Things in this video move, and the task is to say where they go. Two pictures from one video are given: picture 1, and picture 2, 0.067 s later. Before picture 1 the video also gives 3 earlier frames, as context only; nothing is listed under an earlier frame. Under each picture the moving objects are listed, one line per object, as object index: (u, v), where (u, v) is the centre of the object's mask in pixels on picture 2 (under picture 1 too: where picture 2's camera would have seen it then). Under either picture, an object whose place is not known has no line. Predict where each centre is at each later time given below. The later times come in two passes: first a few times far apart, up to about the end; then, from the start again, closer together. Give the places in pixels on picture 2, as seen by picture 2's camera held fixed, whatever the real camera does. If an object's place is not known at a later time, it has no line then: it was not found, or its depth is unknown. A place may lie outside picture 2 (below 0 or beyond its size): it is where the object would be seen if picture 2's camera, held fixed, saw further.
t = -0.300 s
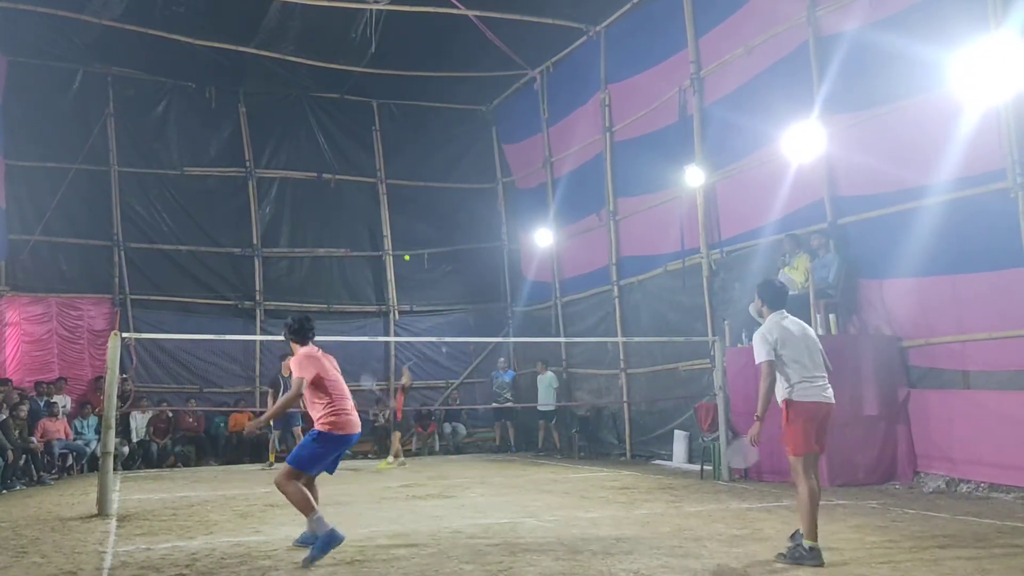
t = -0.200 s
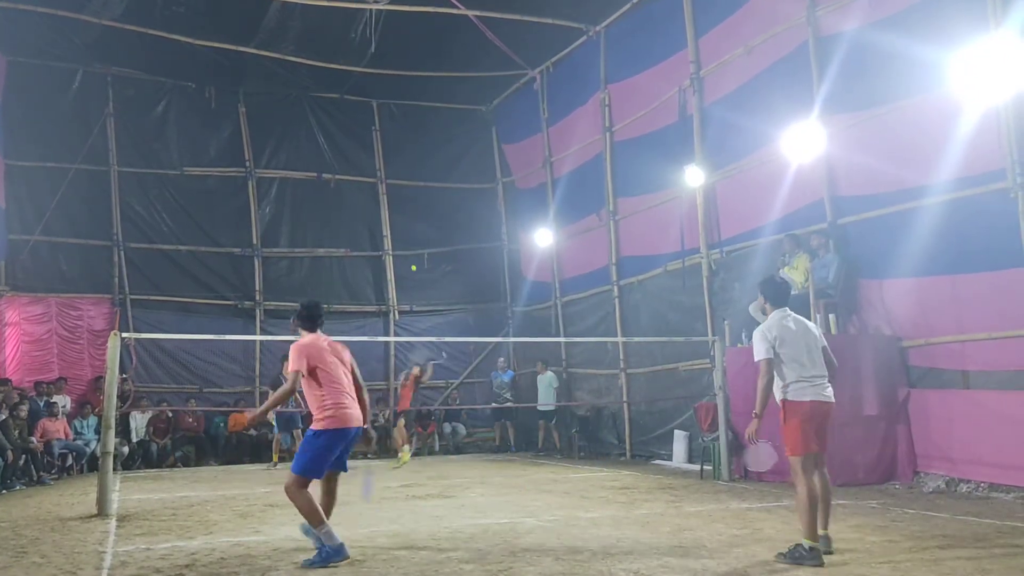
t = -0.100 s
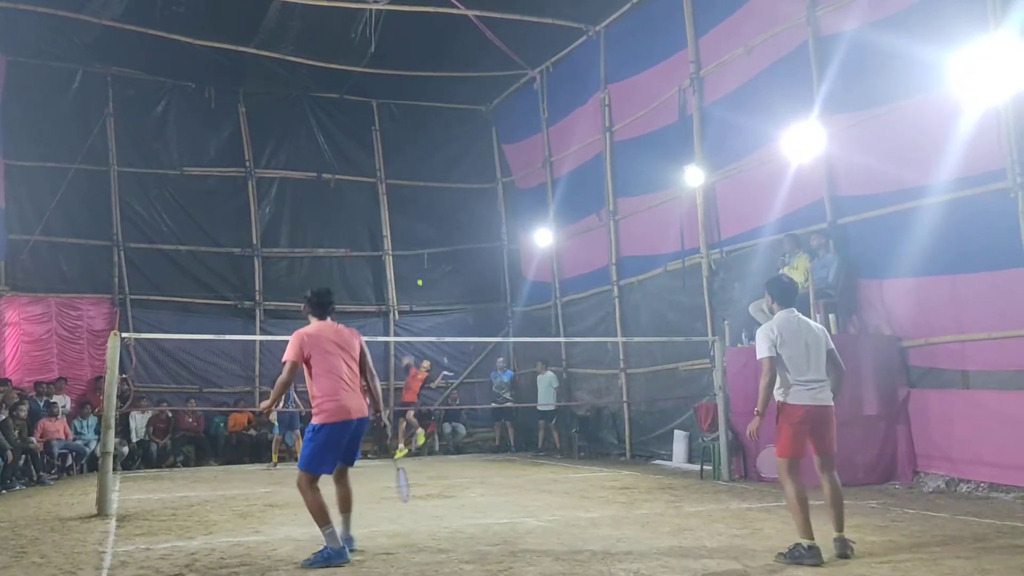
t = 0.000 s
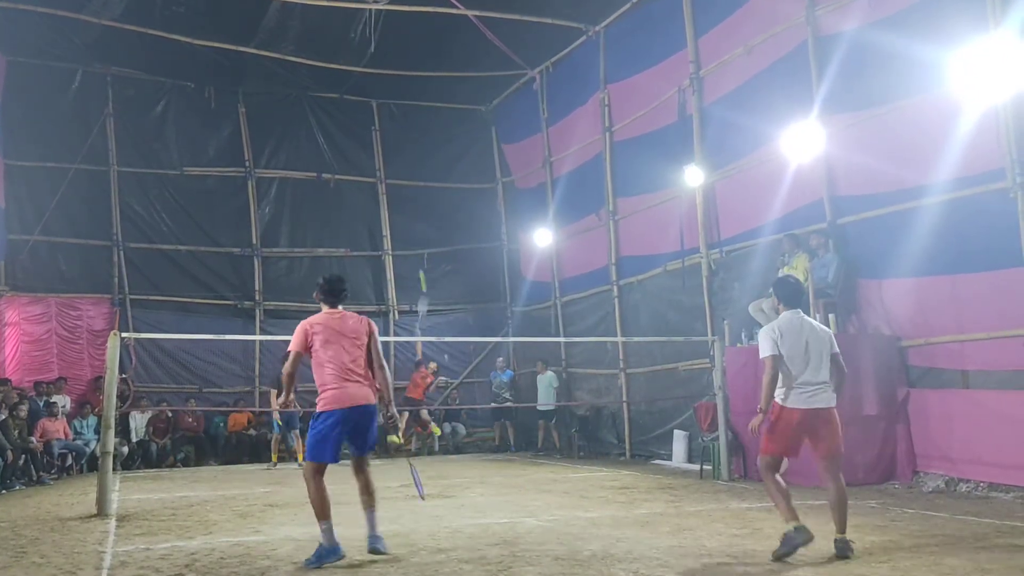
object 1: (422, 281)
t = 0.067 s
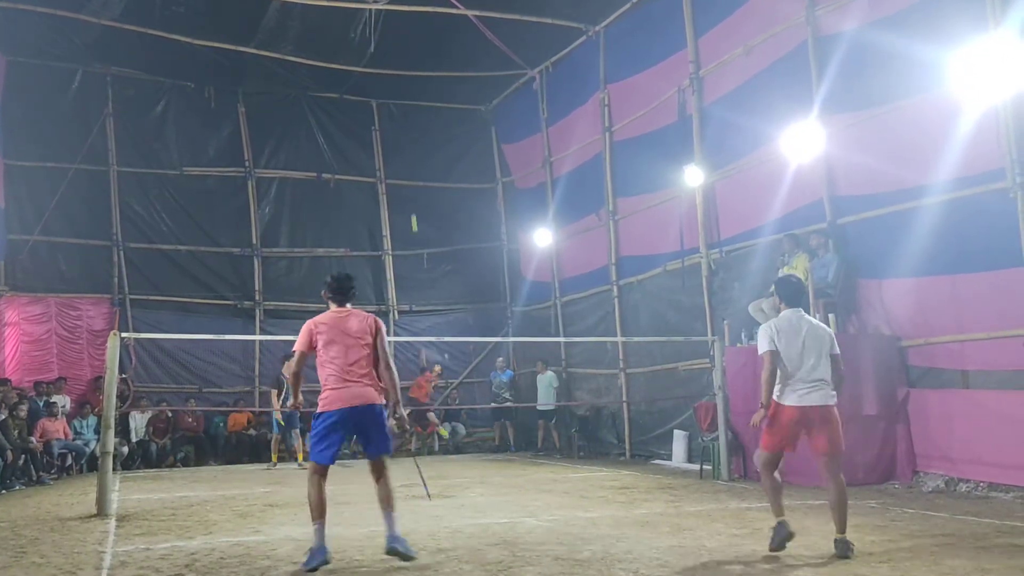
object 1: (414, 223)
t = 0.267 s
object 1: (398, 108)
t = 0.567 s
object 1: (374, 22)
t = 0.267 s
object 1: (398, 108)
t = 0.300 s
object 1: (395, 94)
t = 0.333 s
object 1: (393, 80)
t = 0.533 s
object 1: (377, 27)
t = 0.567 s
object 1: (374, 22)
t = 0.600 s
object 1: (371, 20)
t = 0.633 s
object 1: (368, 18)
